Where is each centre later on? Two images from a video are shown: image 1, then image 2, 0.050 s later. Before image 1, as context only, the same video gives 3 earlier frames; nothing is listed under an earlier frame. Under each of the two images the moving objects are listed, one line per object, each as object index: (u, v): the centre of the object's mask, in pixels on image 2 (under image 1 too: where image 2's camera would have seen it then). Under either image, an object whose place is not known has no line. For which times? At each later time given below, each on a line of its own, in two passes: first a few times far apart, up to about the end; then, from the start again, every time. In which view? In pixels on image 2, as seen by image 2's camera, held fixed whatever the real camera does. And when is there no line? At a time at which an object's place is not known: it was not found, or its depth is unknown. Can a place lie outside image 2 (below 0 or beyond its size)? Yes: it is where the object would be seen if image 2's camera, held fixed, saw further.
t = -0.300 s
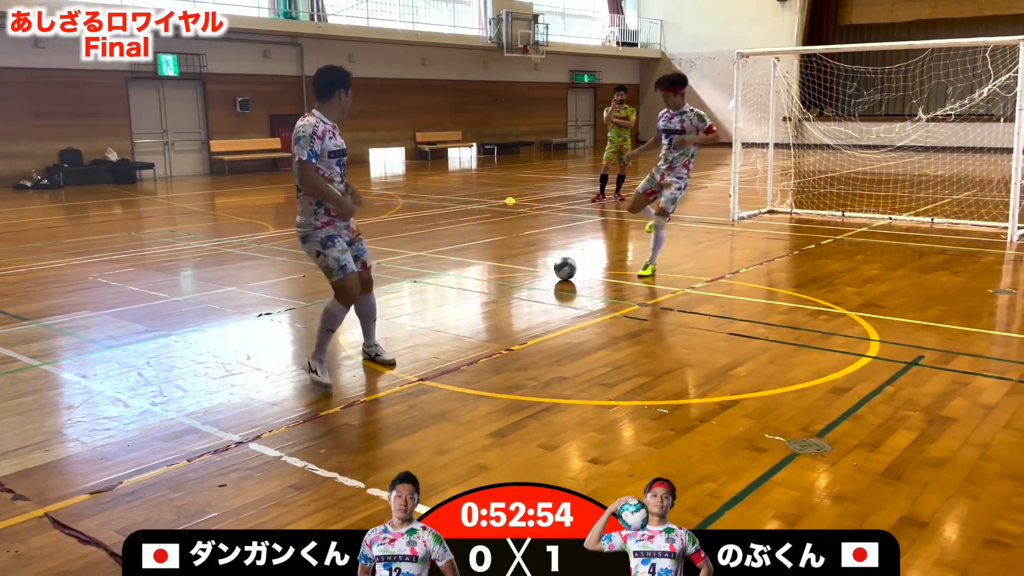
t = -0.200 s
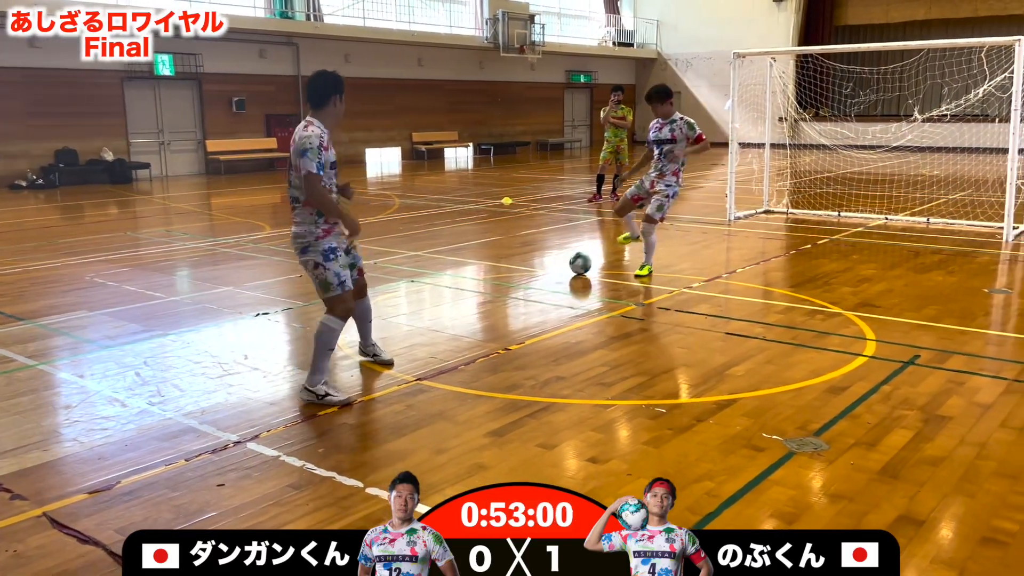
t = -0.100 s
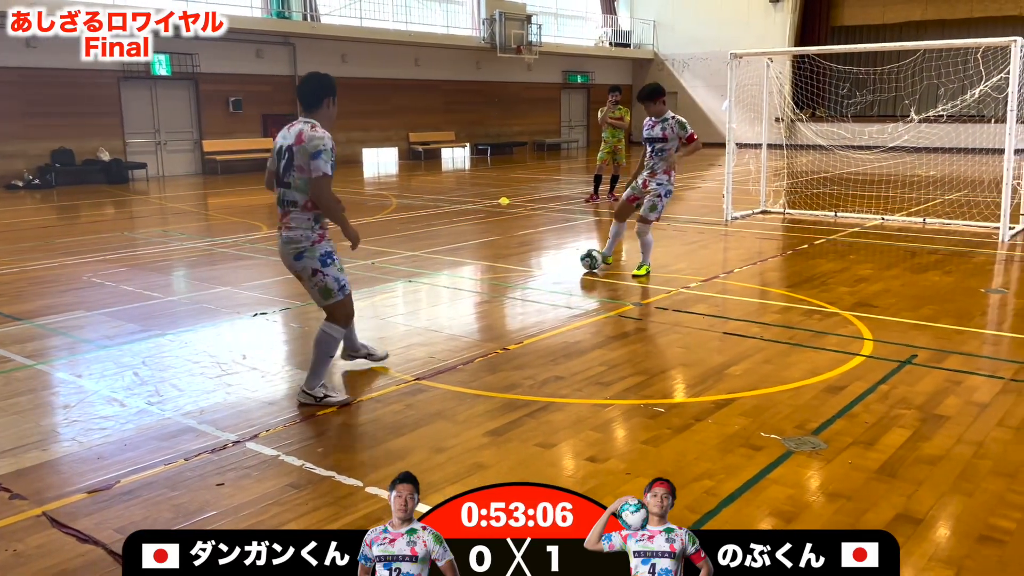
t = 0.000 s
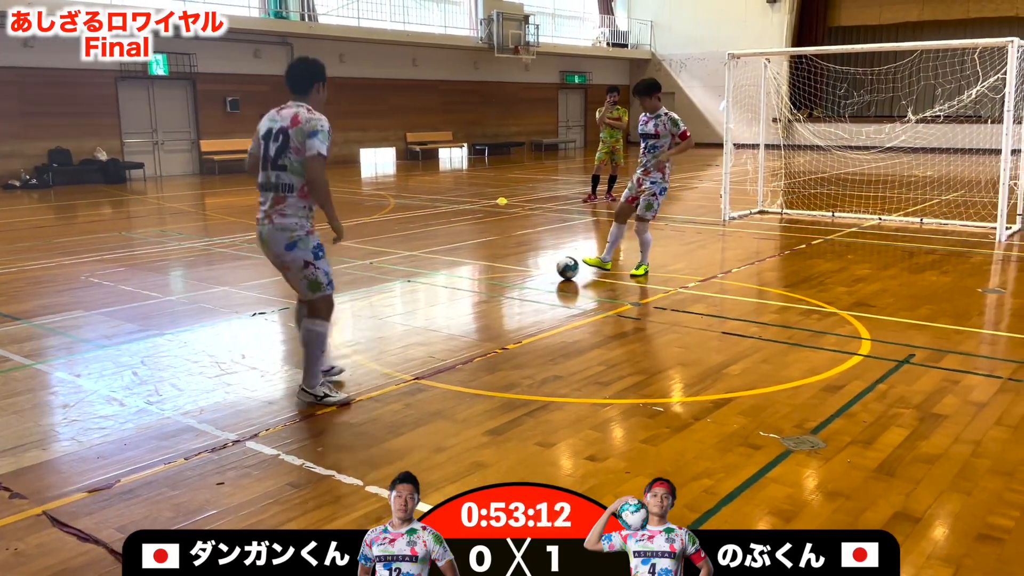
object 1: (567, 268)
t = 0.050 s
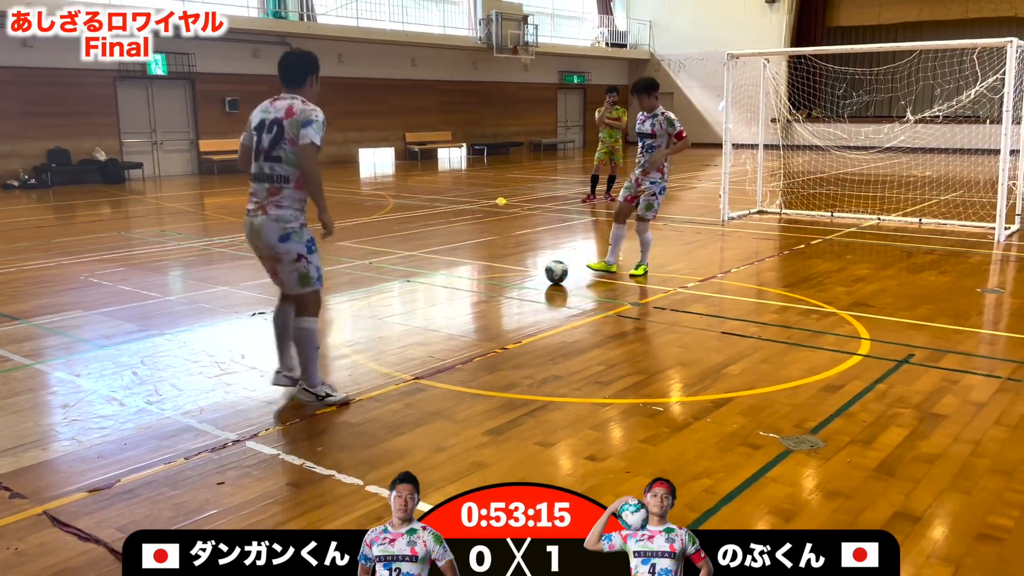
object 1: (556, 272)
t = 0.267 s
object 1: (513, 287)
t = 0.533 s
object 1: (463, 306)
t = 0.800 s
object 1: (404, 327)
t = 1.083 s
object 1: (327, 356)
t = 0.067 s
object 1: (553, 273)
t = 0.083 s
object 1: (549, 275)
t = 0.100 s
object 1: (546, 276)
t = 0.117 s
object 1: (542, 278)
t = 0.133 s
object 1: (539, 278)
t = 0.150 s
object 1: (535, 279)
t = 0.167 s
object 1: (532, 281)
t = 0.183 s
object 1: (529, 282)
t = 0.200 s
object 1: (525, 283)
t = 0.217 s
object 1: (523, 284)
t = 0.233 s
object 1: (519, 285)
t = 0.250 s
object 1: (516, 286)
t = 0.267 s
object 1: (513, 287)
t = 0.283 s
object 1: (510, 289)
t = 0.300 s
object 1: (507, 290)
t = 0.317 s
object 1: (504, 290)
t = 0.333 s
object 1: (500, 292)
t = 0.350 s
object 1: (497, 293)
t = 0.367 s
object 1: (494, 295)
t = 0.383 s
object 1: (491, 295)
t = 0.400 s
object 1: (488, 296)
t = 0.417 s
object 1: (485, 298)
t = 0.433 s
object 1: (482, 299)
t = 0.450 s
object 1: (479, 300)
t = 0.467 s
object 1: (476, 300)
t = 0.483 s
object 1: (473, 301)
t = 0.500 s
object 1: (470, 303)
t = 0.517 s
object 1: (466, 305)
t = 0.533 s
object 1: (463, 306)
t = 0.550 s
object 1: (459, 306)
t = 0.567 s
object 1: (455, 307)
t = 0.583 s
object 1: (452, 309)
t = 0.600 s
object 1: (449, 311)
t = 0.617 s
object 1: (445, 312)
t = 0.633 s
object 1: (442, 313)
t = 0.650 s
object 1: (438, 315)
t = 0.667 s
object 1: (435, 316)
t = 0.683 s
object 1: (431, 317)
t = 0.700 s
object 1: (427, 318)
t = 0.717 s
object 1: (424, 320)
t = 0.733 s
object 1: (420, 322)
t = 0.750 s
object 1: (416, 323)
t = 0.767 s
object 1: (412, 324)
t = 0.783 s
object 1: (408, 326)
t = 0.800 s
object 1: (404, 327)
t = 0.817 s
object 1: (400, 329)
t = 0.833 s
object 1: (396, 329)
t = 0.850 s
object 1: (392, 331)
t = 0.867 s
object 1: (388, 333)
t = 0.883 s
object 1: (384, 336)
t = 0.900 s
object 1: (379, 336)
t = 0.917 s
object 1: (375, 337)
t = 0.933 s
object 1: (370, 339)
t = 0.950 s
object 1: (366, 341)
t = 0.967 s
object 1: (361, 344)
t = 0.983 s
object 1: (356, 345)
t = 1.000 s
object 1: (352, 347)
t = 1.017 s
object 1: (347, 349)
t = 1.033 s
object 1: (342, 350)
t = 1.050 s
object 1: (337, 352)
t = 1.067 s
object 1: (332, 354)
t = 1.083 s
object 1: (327, 356)
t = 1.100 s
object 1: (323, 357)
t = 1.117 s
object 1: (317, 359)
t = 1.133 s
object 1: (312, 361)
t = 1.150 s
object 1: (307, 364)
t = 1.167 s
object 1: (302, 365)
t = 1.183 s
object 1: (296, 367)
